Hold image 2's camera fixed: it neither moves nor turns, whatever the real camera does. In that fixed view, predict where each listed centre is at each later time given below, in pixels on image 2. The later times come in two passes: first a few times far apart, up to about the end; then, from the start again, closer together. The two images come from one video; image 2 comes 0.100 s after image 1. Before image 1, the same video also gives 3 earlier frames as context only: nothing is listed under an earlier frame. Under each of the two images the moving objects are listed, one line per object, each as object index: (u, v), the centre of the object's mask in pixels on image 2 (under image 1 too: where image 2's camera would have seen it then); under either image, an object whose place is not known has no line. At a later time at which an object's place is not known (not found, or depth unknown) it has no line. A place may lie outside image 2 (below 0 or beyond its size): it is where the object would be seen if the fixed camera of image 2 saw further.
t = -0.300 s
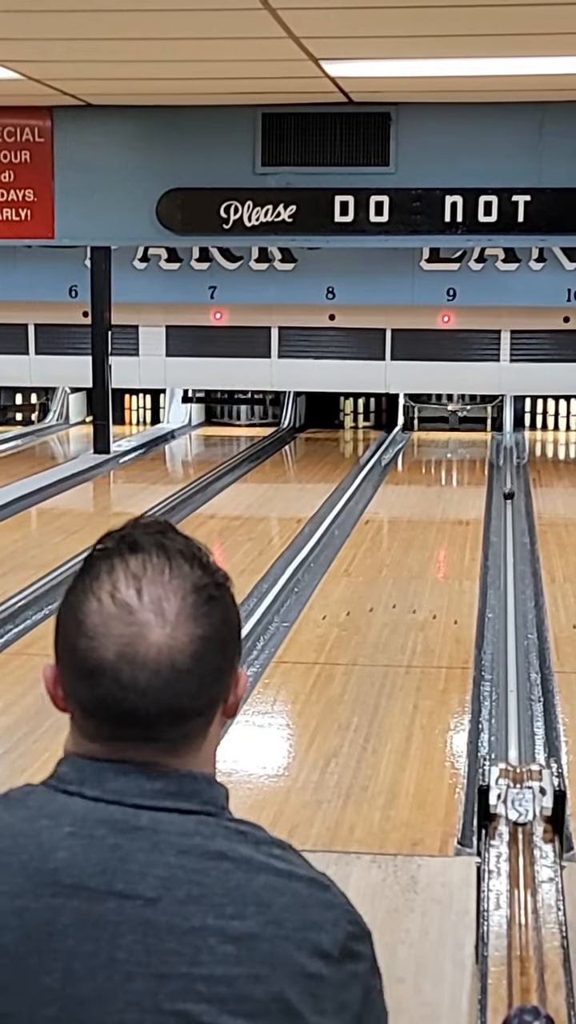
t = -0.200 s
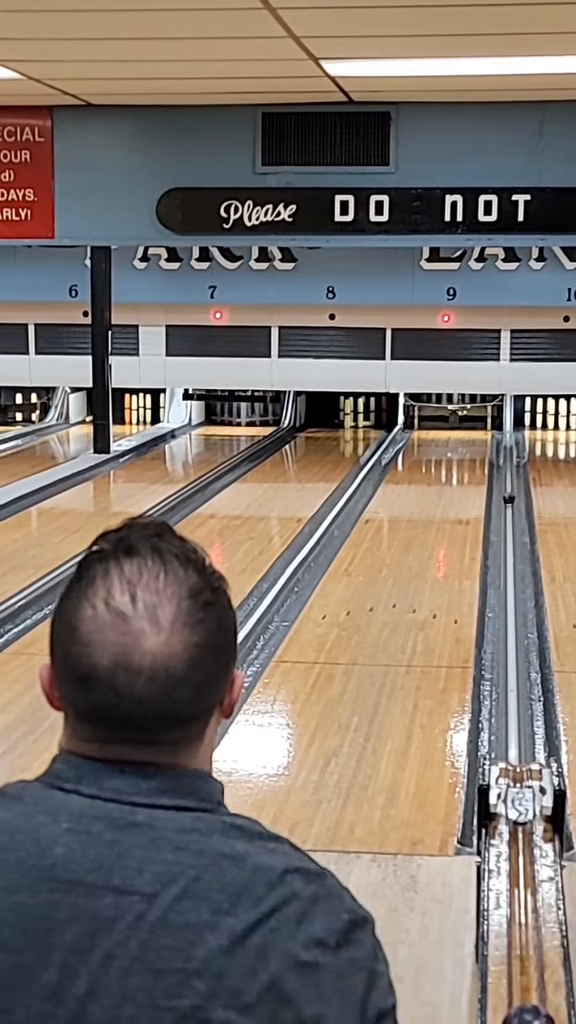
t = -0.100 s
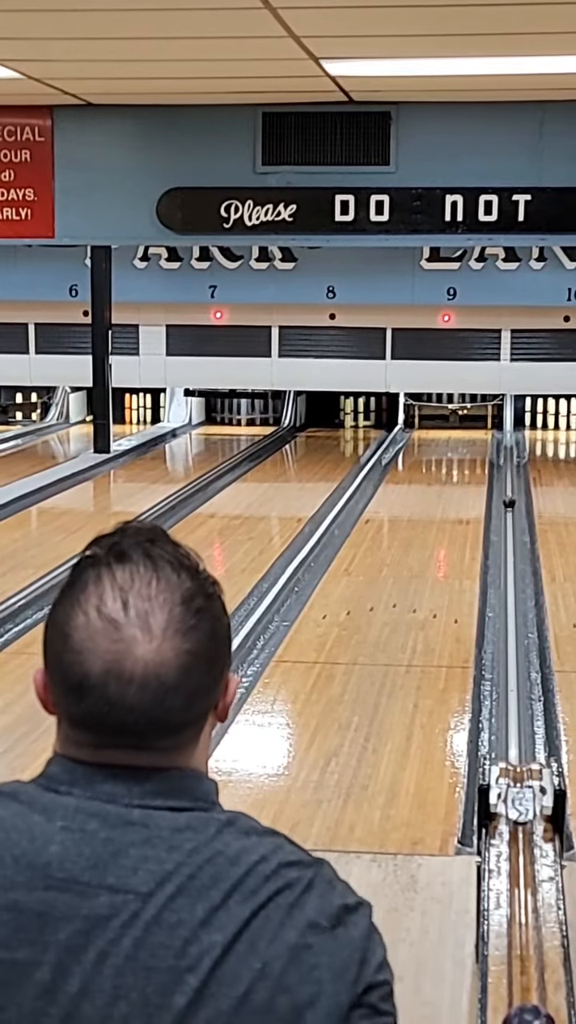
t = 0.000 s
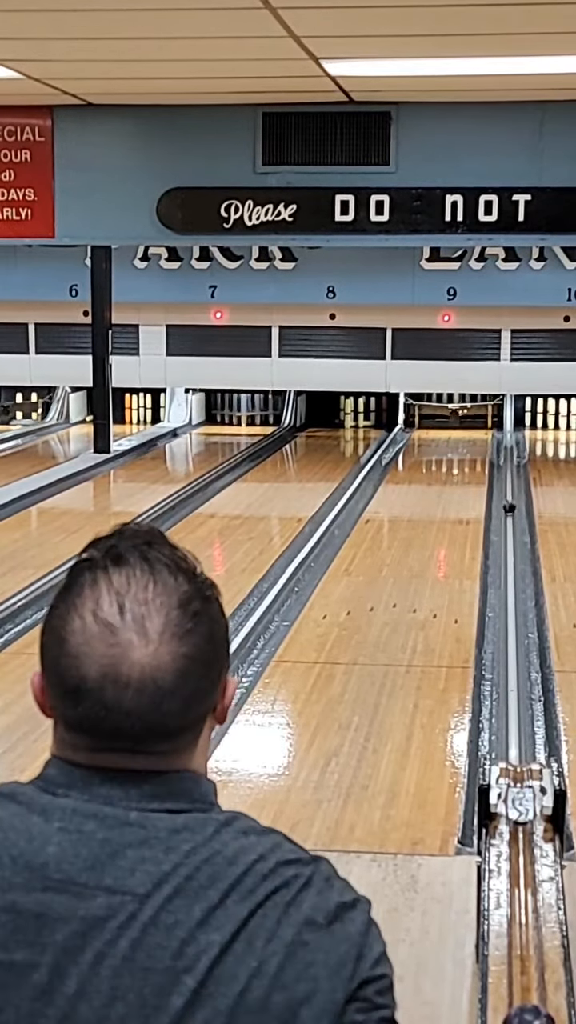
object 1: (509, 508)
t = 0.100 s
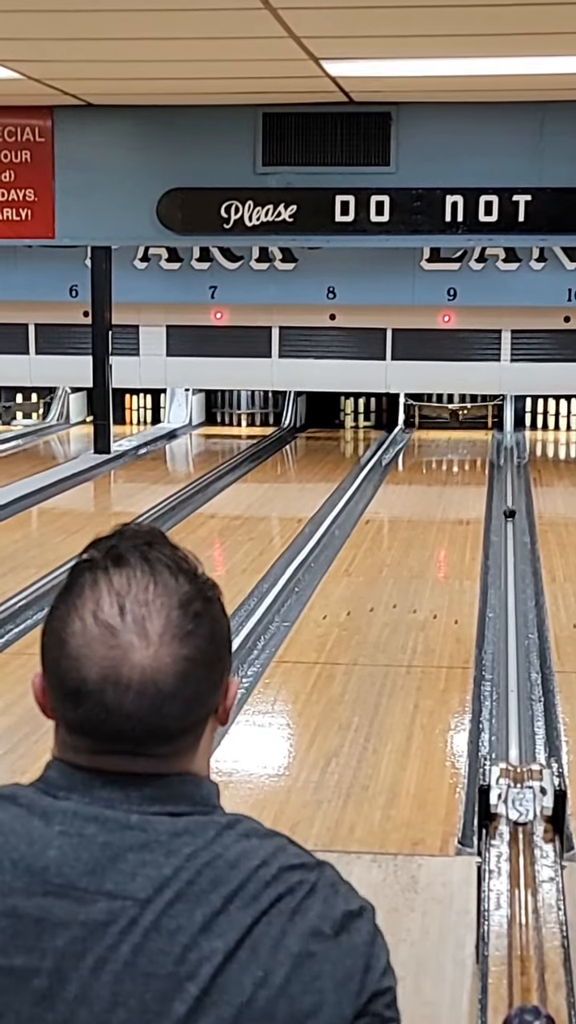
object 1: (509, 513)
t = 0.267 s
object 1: (509, 522)
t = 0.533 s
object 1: (510, 536)
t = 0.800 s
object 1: (510, 553)
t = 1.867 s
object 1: (512, 650)
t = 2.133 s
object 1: (513, 683)
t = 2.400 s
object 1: (514, 723)
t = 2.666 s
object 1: (515, 759)
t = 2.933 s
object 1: (516, 759)
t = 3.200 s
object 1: (519, 749)
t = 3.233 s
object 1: (518, 755)
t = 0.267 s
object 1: (509, 522)
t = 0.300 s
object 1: (509, 523)
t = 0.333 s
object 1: (509, 525)
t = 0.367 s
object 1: (509, 527)
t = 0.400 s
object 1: (509, 529)
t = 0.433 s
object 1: (509, 530)
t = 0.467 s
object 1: (509, 533)
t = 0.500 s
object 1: (509, 535)
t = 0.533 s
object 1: (510, 536)
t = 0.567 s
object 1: (509, 539)
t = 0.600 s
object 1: (510, 540)
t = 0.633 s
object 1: (510, 542)
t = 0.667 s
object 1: (510, 545)
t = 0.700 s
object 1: (510, 547)
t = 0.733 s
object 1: (510, 549)
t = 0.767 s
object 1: (510, 551)
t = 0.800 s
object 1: (510, 553)
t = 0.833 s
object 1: (509, 555)
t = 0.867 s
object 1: (509, 557)
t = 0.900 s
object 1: (510, 560)
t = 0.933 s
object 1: (509, 562)
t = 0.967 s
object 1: (510, 565)
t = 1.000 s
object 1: (510, 567)
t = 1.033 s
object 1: (510, 570)
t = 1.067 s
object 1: (510, 572)
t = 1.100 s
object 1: (510, 575)
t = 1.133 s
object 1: (510, 578)
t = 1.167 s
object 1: (510, 580)
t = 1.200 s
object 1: (510, 583)
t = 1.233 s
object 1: (510, 586)
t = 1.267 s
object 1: (510, 588)
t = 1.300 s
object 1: (511, 591)
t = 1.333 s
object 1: (510, 595)
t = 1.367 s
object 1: (510, 598)
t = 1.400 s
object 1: (510, 601)
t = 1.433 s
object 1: (510, 604)
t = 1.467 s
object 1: (511, 608)
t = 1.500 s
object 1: (511, 611)
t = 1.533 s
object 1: (511, 614)
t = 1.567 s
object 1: (511, 617)
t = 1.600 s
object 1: (512, 620)
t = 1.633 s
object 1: (511, 624)
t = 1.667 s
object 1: (511, 628)
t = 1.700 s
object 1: (512, 631)
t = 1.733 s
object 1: (512, 635)
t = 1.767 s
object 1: (512, 639)
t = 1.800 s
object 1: (512, 642)
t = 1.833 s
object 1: (512, 646)
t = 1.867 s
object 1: (512, 650)
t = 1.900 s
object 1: (512, 653)
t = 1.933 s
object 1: (512, 658)
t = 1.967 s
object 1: (512, 662)
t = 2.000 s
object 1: (512, 666)
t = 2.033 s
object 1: (512, 670)
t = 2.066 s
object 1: (513, 675)
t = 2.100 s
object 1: (513, 679)
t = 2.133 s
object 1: (513, 683)
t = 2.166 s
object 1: (513, 689)
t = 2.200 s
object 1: (513, 693)
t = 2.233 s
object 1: (513, 698)
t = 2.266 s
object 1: (513, 702)
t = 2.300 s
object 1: (513, 707)
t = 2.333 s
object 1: (513, 713)
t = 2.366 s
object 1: (514, 718)
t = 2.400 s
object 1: (514, 723)
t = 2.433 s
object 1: (514, 729)
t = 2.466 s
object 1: (514, 734)
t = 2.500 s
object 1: (514, 740)
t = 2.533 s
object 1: (514, 747)
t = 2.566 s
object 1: (515, 751)
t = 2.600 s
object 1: (515, 754)
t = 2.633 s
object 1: (515, 757)
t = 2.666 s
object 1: (515, 759)
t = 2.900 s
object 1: (516, 762)
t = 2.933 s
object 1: (516, 759)
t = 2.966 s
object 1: (518, 757)
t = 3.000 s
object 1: (518, 754)
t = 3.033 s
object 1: (519, 751)
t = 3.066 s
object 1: (518, 749)
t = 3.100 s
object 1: (517, 747)
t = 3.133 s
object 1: (518, 746)
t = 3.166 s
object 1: (519, 746)
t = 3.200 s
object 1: (519, 749)
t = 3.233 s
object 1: (518, 755)
